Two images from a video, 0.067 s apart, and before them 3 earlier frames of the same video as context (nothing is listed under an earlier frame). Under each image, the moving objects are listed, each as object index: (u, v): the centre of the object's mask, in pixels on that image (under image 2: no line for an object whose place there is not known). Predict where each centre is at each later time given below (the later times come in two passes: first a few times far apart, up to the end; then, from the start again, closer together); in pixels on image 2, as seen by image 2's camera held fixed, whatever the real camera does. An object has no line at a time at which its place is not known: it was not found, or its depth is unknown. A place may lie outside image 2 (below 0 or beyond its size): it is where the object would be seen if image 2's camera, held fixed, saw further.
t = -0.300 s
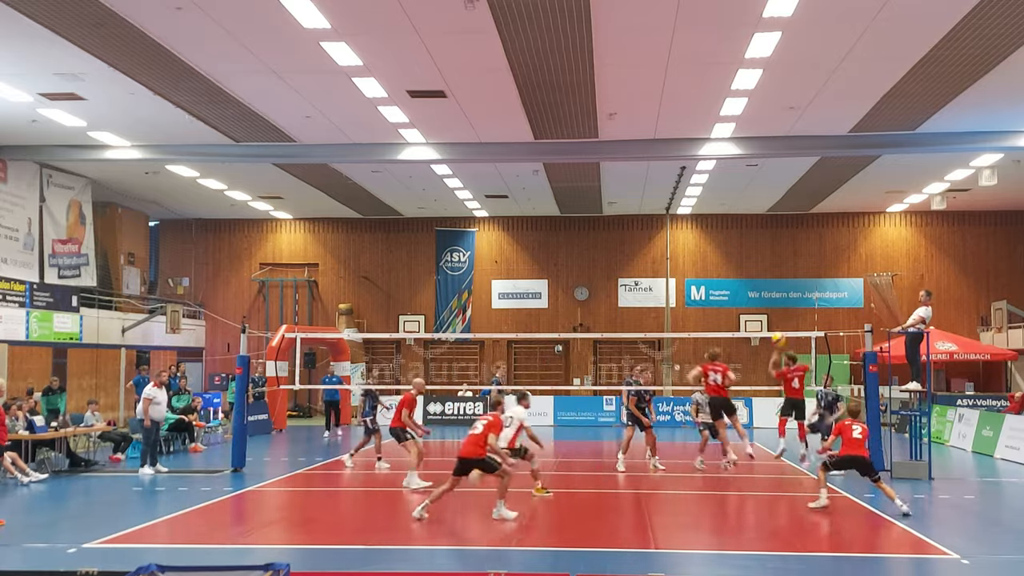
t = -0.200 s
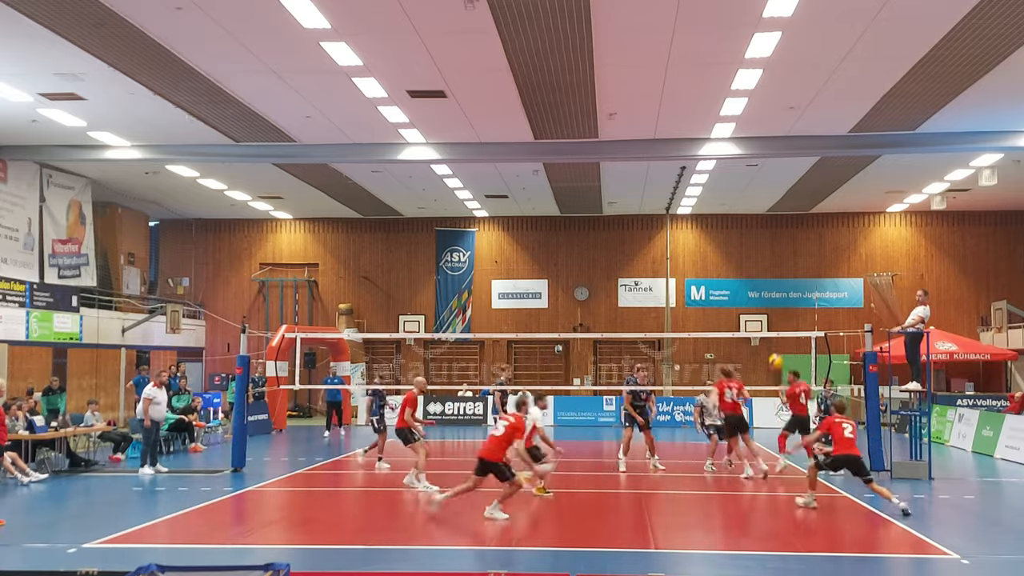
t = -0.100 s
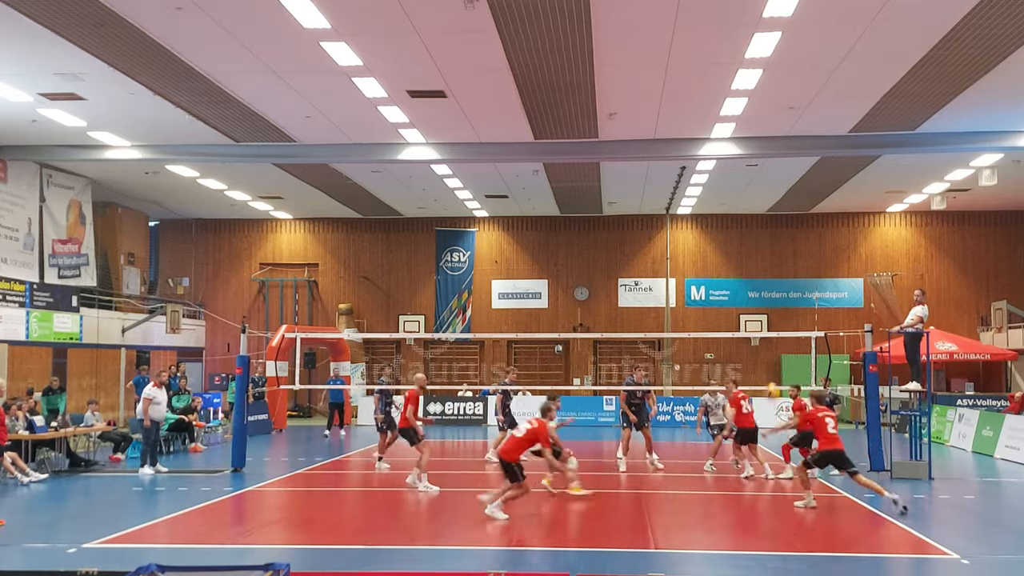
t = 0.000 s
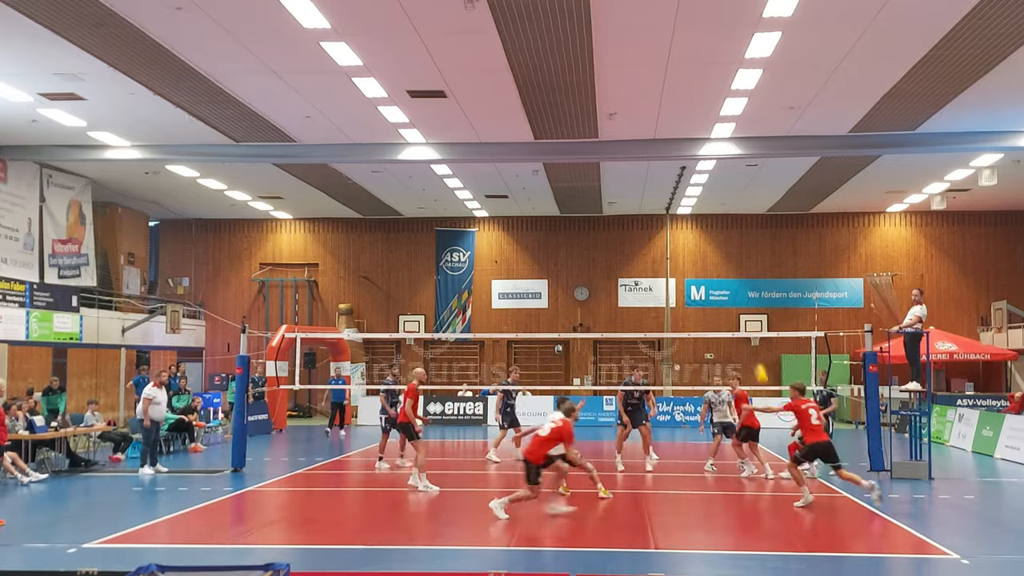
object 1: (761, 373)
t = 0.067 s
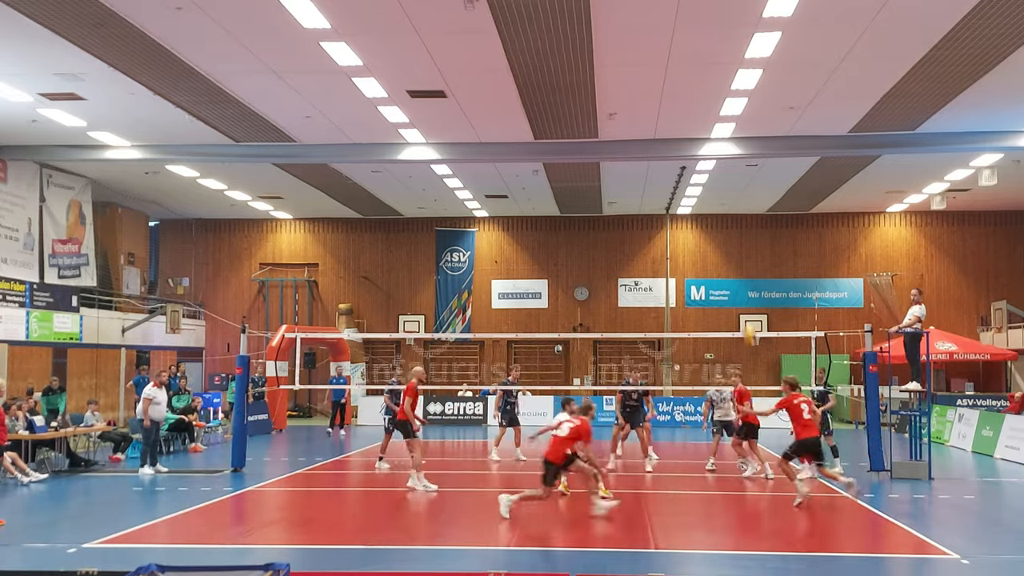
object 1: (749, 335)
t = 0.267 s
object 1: (722, 240)
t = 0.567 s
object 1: (690, 168)
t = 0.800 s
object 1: (671, 155)
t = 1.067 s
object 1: (651, 177)
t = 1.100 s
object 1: (648, 182)
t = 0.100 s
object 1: (743, 313)
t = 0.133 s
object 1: (739, 298)
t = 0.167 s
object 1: (735, 281)
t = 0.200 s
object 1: (731, 264)
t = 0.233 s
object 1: (727, 252)
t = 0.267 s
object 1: (722, 240)
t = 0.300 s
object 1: (718, 229)
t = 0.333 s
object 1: (714, 217)
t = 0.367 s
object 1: (710, 209)
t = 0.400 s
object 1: (706, 200)
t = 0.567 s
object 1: (690, 168)
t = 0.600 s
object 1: (686, 164)
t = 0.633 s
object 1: (684, 161)
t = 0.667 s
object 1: (681, 158)
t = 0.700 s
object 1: (679, 157)
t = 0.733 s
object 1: (676, 155)
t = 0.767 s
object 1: (674, 154)
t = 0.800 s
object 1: (671, 155)
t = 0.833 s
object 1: (668, 156)
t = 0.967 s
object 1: (657, 164)
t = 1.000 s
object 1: (655, 167)
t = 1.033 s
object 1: (652, 172)
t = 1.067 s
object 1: (651, 177)
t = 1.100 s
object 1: (648, 182)
